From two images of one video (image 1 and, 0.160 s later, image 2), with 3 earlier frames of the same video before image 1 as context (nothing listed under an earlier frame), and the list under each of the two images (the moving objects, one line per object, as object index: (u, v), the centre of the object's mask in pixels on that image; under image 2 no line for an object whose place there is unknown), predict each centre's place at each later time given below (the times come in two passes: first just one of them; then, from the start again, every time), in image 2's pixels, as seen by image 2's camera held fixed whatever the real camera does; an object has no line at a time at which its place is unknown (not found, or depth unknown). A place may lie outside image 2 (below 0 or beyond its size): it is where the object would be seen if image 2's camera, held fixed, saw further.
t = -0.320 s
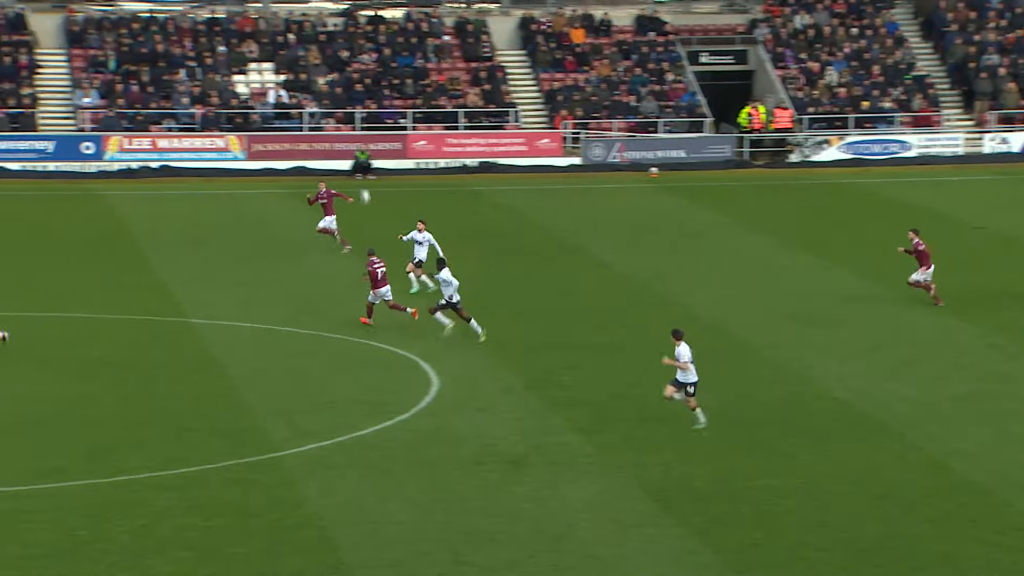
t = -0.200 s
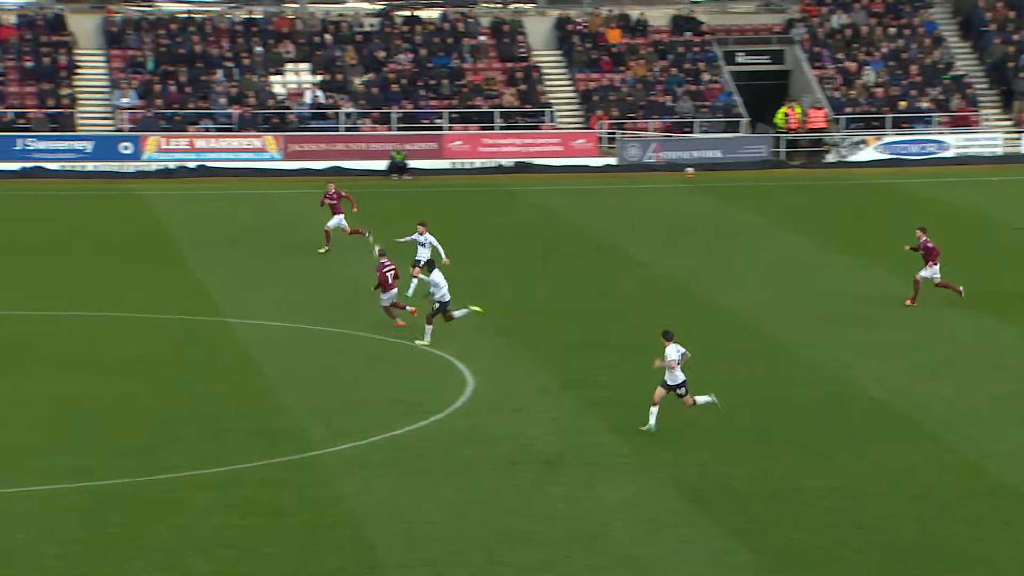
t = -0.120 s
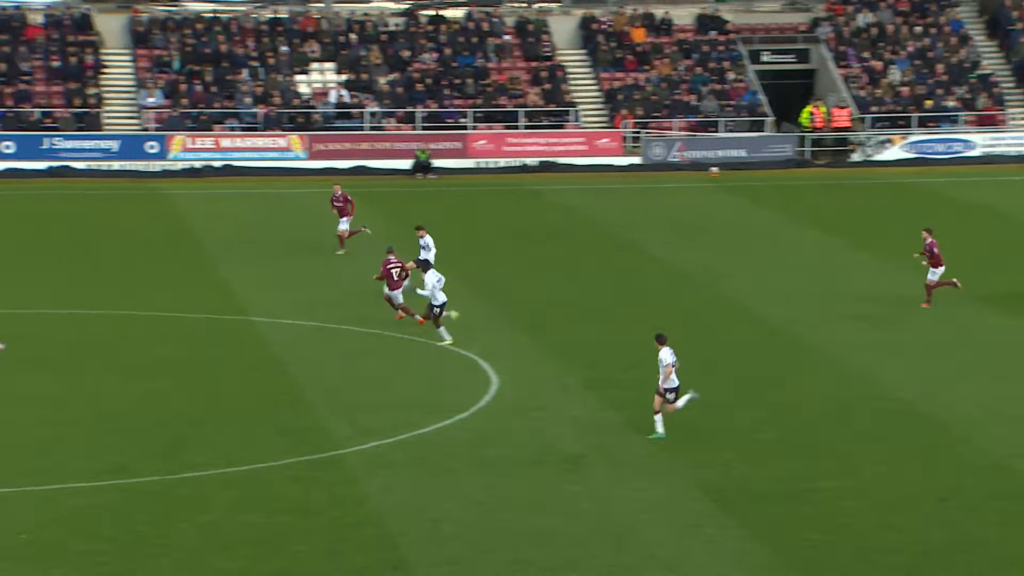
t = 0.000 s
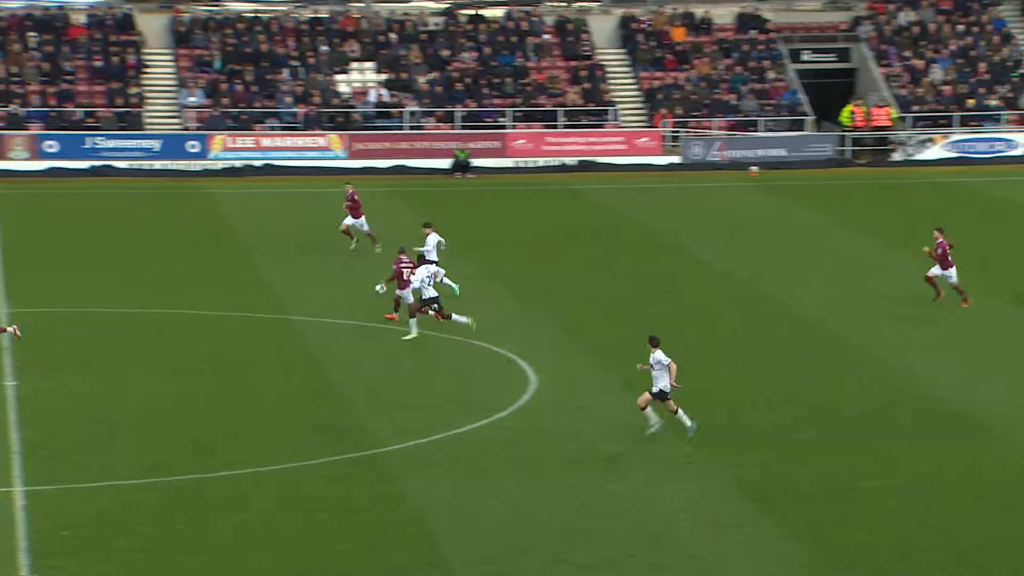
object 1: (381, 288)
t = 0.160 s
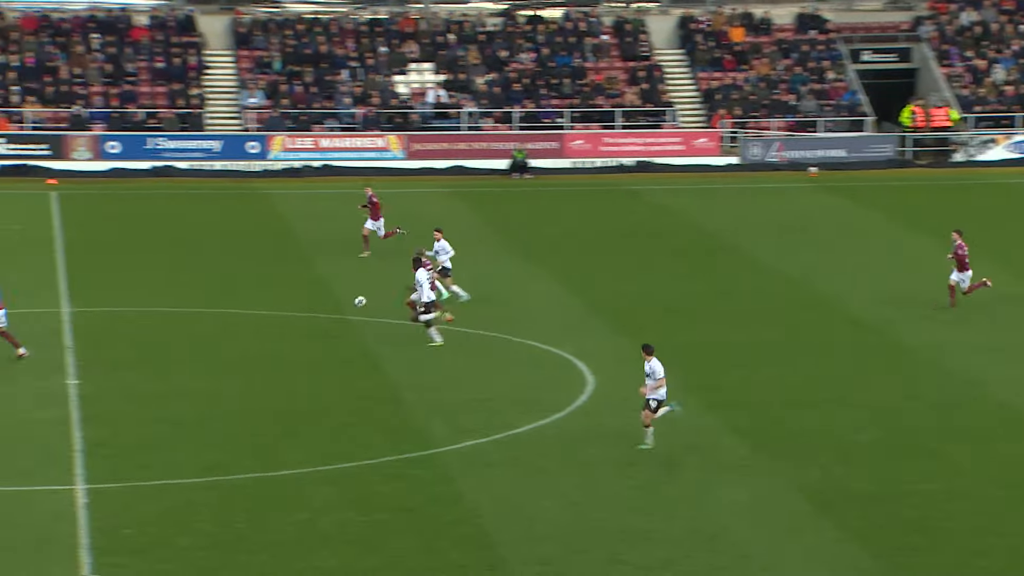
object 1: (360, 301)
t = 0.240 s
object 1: (323, 311)
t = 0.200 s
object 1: (341, 306)
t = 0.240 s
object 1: (323, 311)
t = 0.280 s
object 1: (304, 317)
